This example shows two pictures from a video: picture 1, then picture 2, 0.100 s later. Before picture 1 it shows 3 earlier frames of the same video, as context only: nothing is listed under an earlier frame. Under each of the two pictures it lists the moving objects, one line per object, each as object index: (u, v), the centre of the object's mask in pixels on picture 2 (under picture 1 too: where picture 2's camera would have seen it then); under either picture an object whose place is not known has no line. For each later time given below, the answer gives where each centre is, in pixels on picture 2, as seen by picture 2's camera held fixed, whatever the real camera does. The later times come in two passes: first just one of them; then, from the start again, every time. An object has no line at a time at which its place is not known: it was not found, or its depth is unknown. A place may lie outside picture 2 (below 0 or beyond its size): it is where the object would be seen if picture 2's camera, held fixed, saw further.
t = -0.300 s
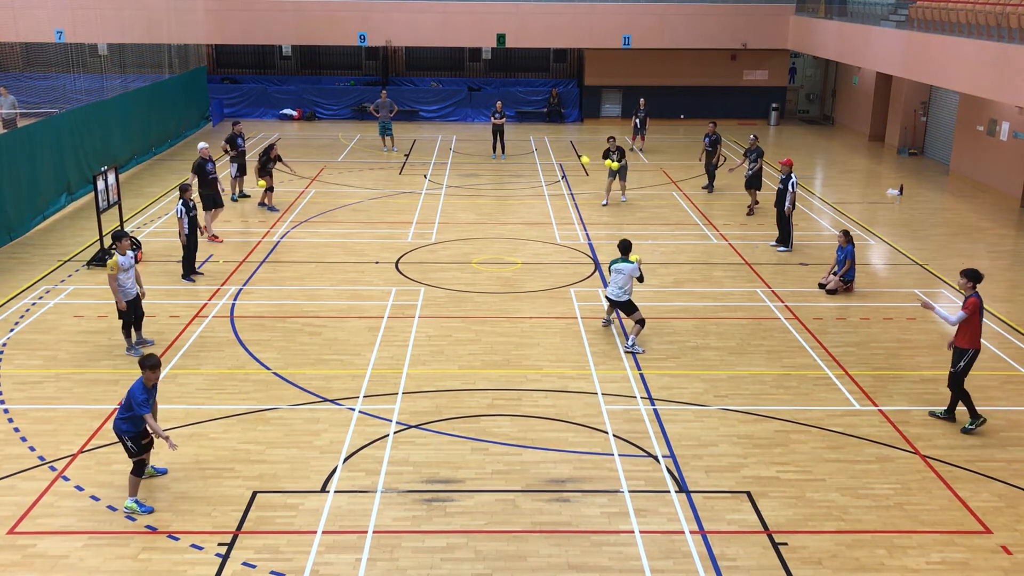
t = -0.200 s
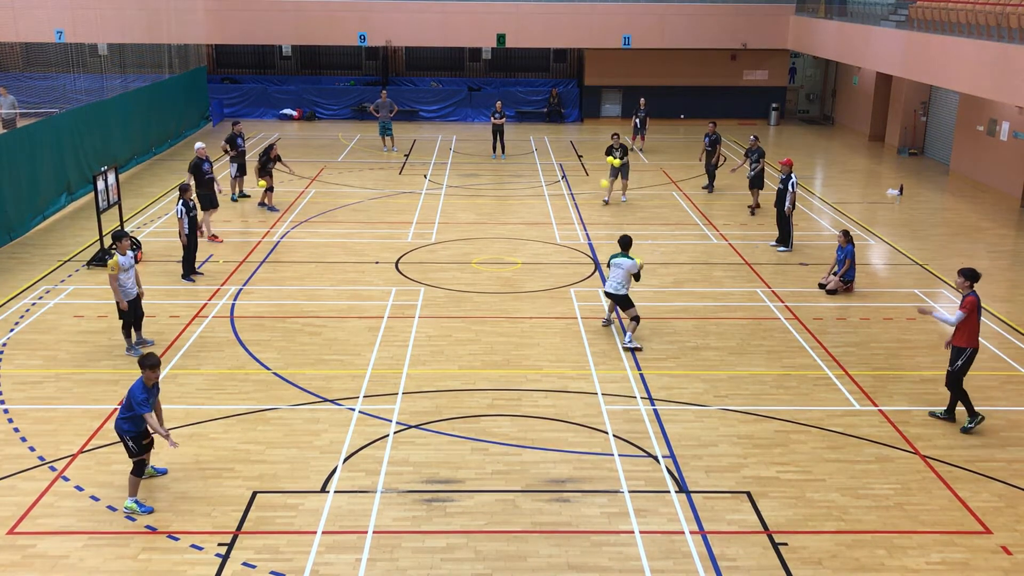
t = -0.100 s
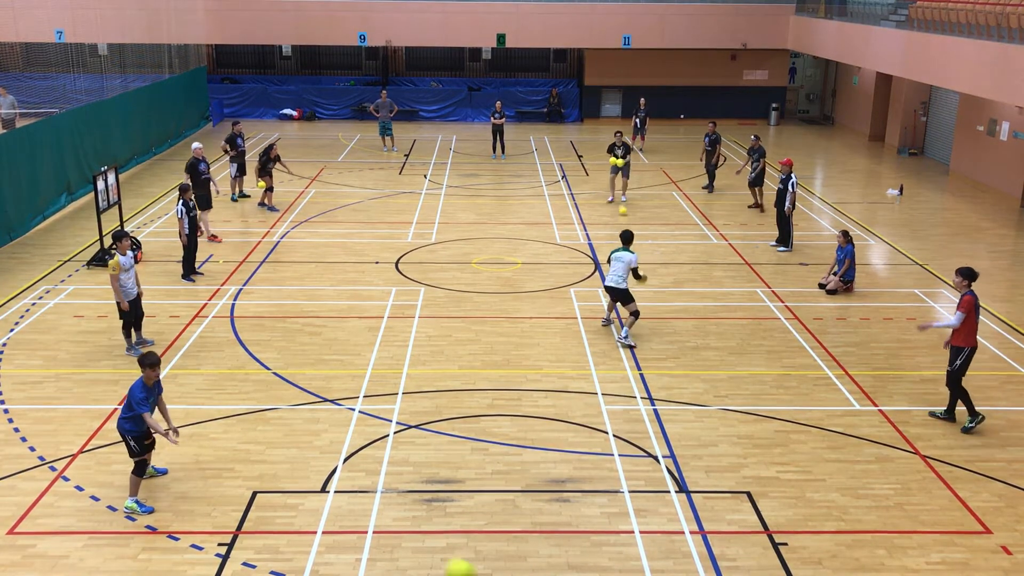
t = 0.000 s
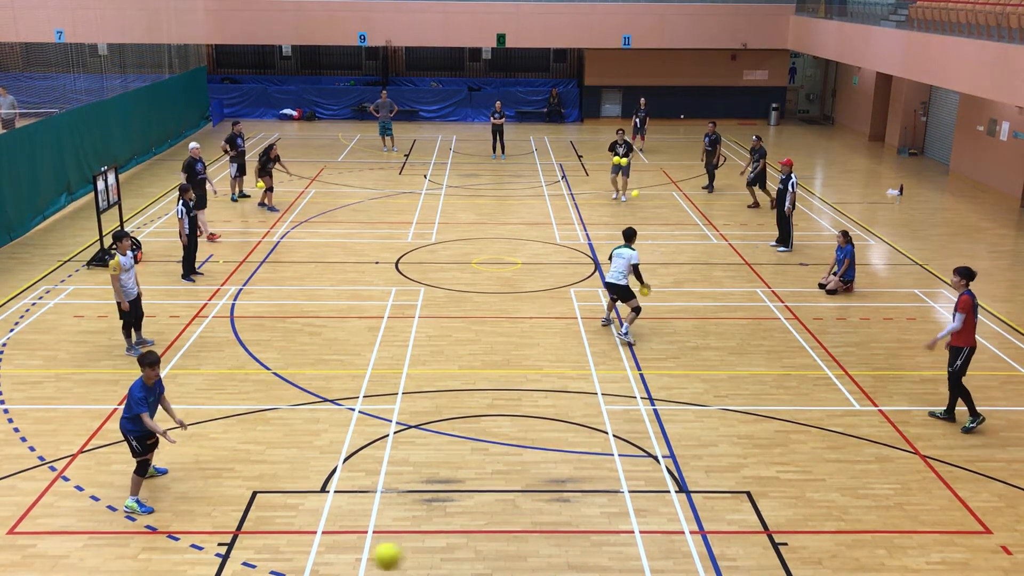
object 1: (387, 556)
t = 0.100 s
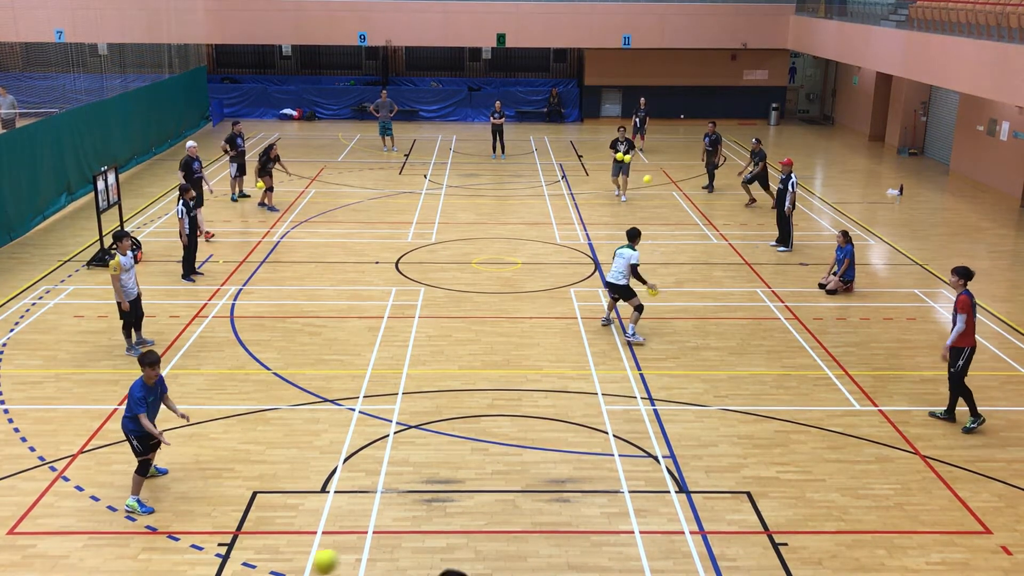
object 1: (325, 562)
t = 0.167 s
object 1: (290, 568)
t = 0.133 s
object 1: (306, 565)
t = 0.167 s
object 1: (290, 568)
